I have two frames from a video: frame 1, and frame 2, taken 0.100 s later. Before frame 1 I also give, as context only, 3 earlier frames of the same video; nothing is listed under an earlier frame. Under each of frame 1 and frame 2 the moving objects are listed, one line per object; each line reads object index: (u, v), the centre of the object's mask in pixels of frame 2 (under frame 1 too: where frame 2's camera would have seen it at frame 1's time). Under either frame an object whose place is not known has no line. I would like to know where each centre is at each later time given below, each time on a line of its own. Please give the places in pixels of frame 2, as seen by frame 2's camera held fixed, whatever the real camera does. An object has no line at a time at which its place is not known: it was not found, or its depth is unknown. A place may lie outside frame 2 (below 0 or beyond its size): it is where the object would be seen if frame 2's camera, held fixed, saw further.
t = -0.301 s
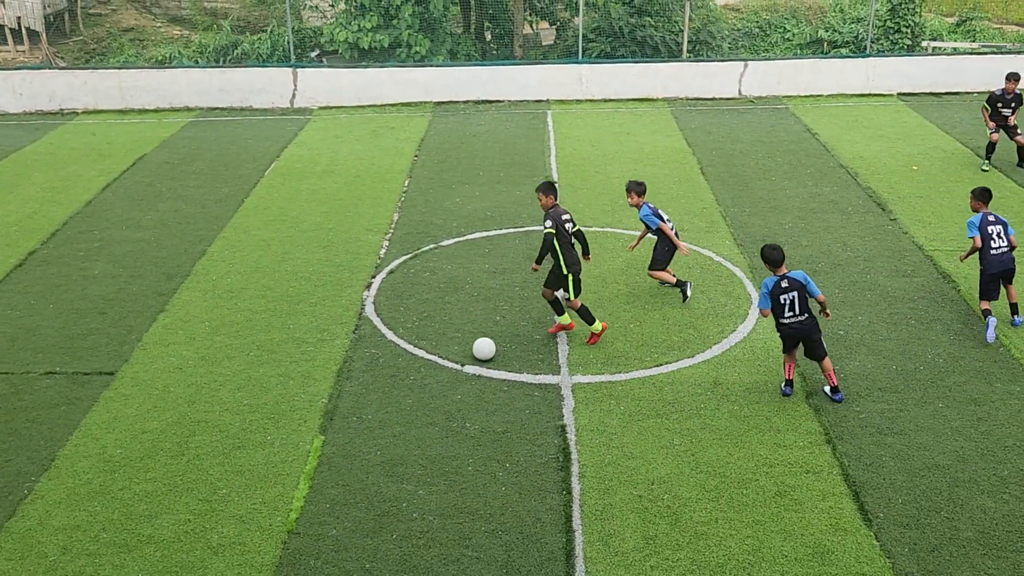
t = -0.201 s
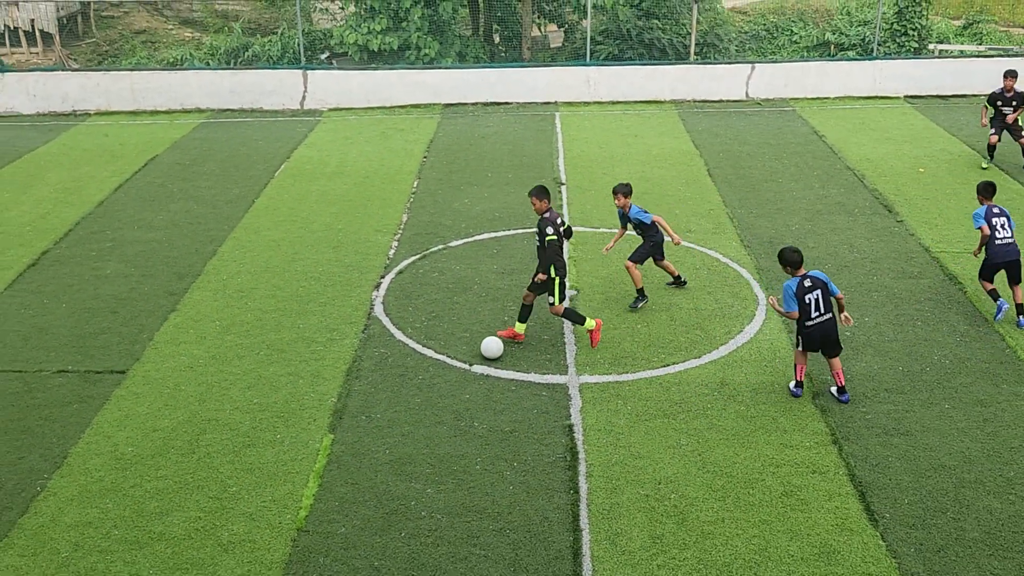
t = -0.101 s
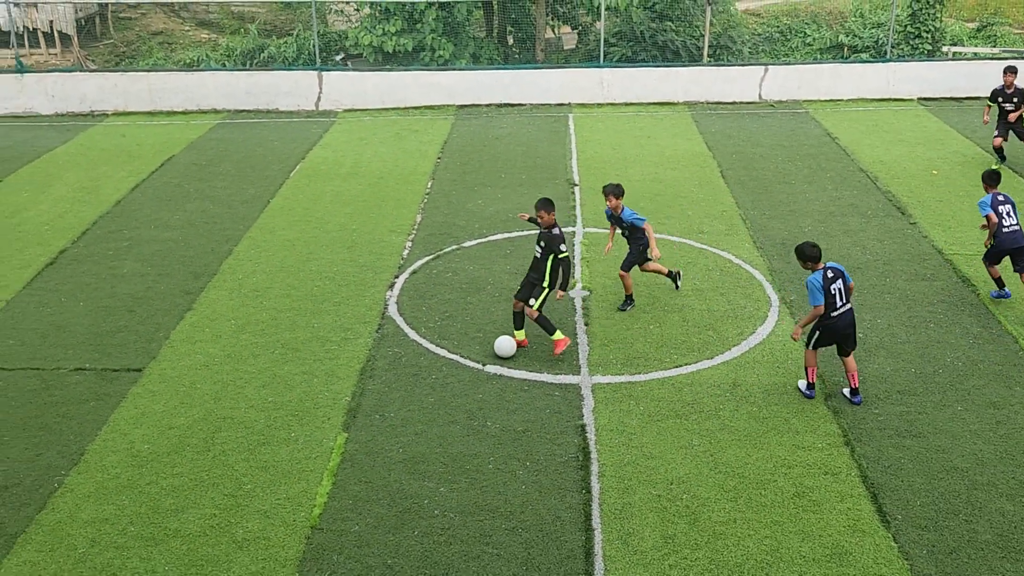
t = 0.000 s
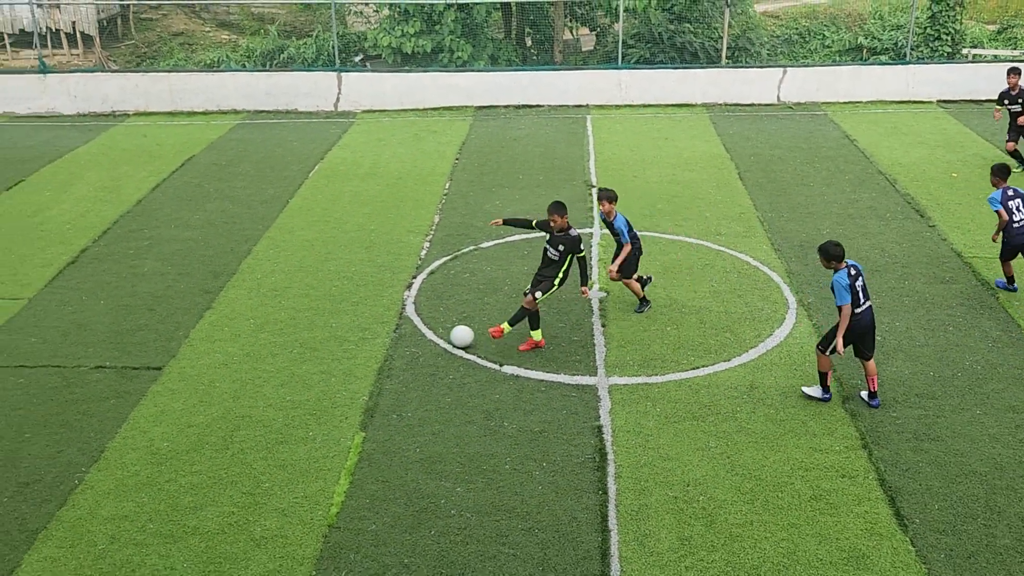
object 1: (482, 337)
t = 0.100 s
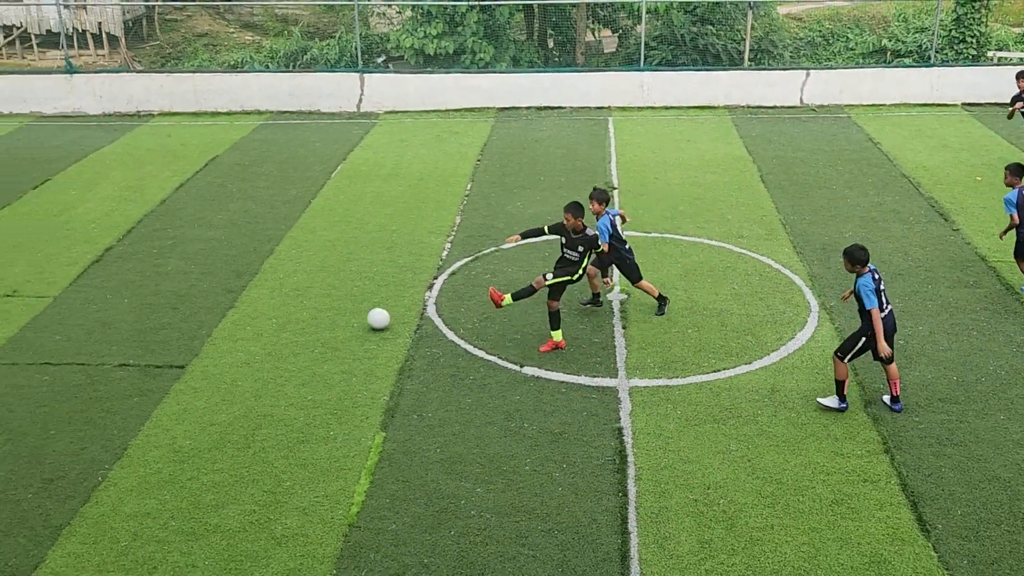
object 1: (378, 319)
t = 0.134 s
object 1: (347, 313)
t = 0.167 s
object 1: (317, 309)
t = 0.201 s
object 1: (290, 304)
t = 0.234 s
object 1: (263, 299)
